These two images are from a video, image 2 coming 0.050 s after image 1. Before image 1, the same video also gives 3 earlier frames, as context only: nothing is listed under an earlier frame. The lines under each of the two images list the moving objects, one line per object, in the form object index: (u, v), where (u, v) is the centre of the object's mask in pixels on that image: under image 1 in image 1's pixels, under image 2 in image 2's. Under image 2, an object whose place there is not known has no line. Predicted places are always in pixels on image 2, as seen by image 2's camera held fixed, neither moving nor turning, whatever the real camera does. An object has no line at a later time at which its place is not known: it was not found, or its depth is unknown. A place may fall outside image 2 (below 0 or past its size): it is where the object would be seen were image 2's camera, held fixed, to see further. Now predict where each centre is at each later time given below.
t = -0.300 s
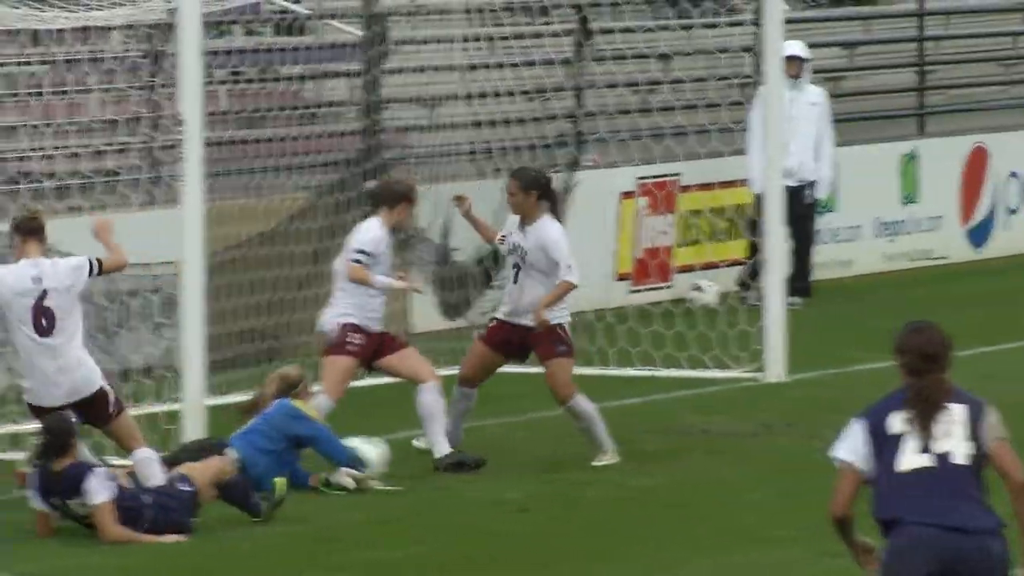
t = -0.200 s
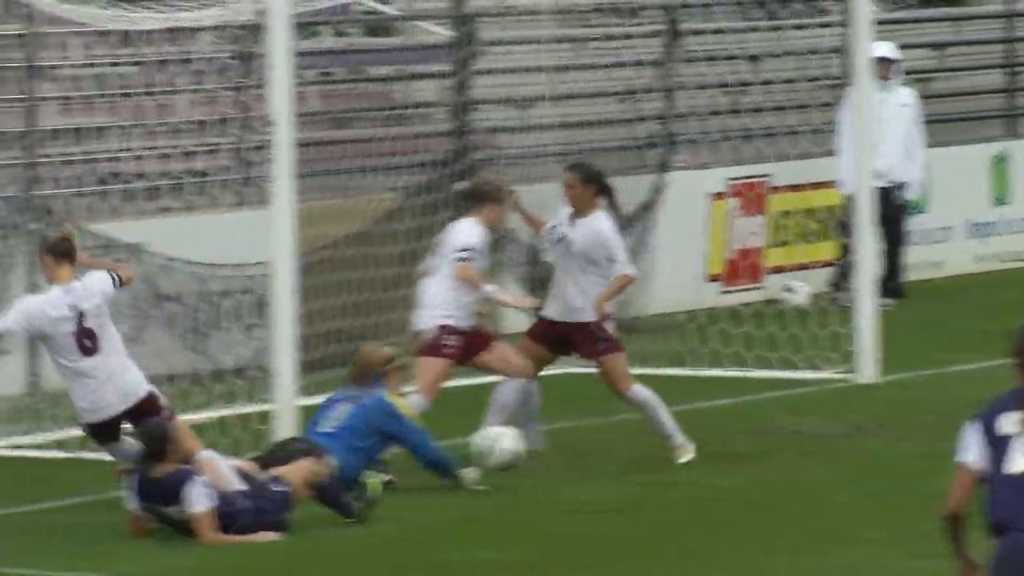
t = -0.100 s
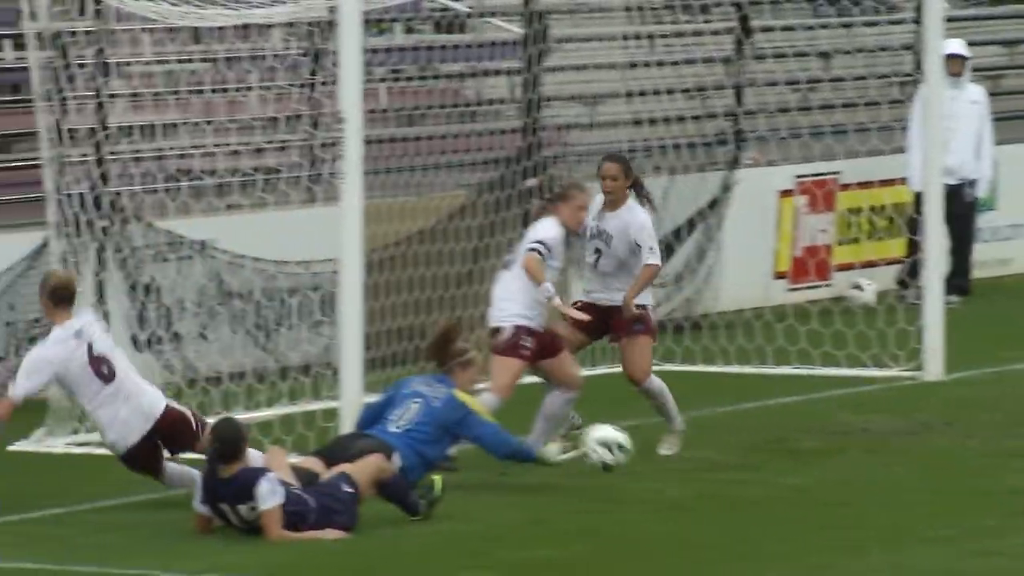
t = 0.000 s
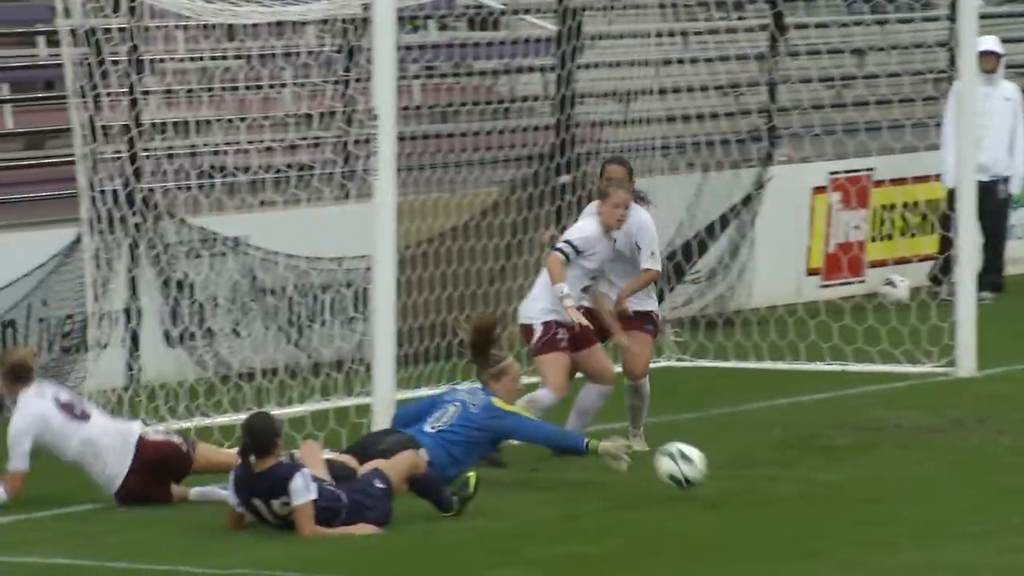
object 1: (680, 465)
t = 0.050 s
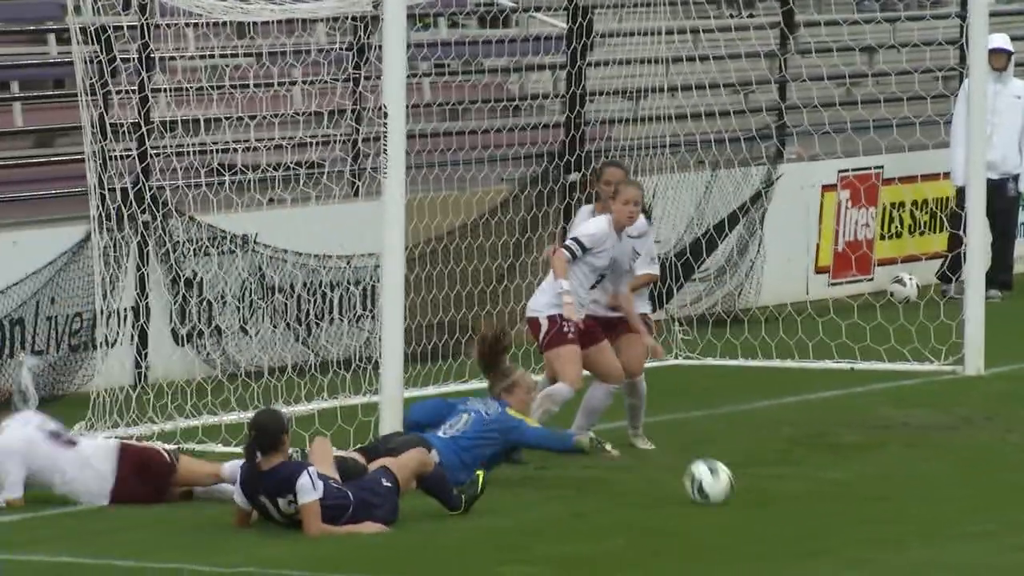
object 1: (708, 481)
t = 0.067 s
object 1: (715, 484)
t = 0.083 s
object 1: (721, 482)
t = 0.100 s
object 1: (726, 480)
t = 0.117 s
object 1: (732, 479)
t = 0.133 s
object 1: (738, 478)
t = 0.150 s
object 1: (743, 477)
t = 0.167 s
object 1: (748, 478)
